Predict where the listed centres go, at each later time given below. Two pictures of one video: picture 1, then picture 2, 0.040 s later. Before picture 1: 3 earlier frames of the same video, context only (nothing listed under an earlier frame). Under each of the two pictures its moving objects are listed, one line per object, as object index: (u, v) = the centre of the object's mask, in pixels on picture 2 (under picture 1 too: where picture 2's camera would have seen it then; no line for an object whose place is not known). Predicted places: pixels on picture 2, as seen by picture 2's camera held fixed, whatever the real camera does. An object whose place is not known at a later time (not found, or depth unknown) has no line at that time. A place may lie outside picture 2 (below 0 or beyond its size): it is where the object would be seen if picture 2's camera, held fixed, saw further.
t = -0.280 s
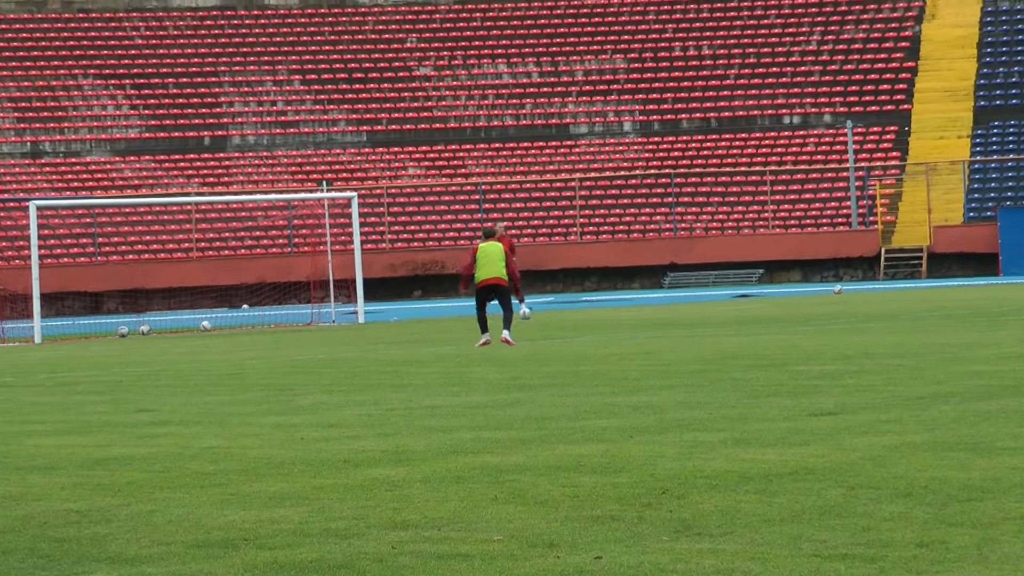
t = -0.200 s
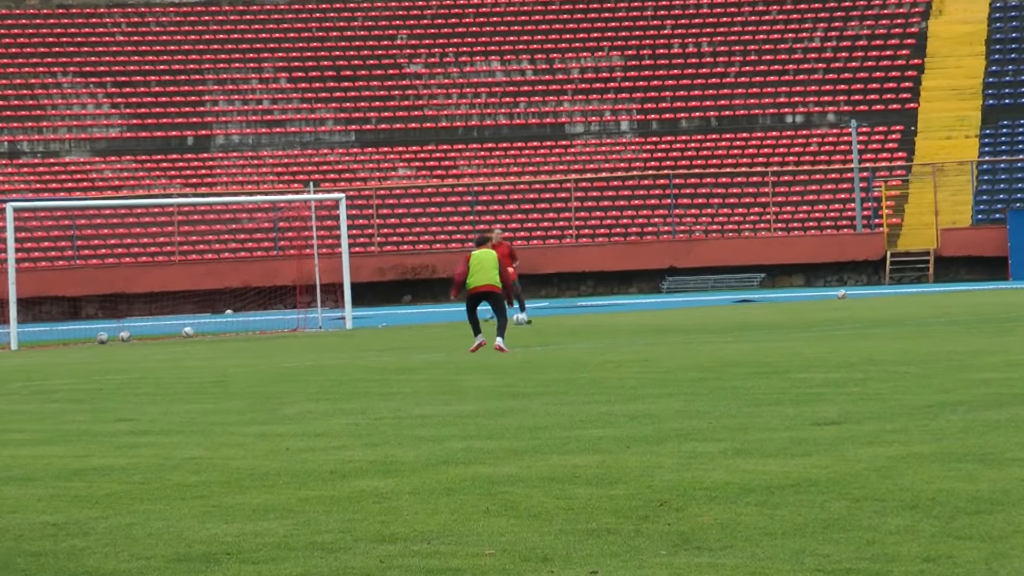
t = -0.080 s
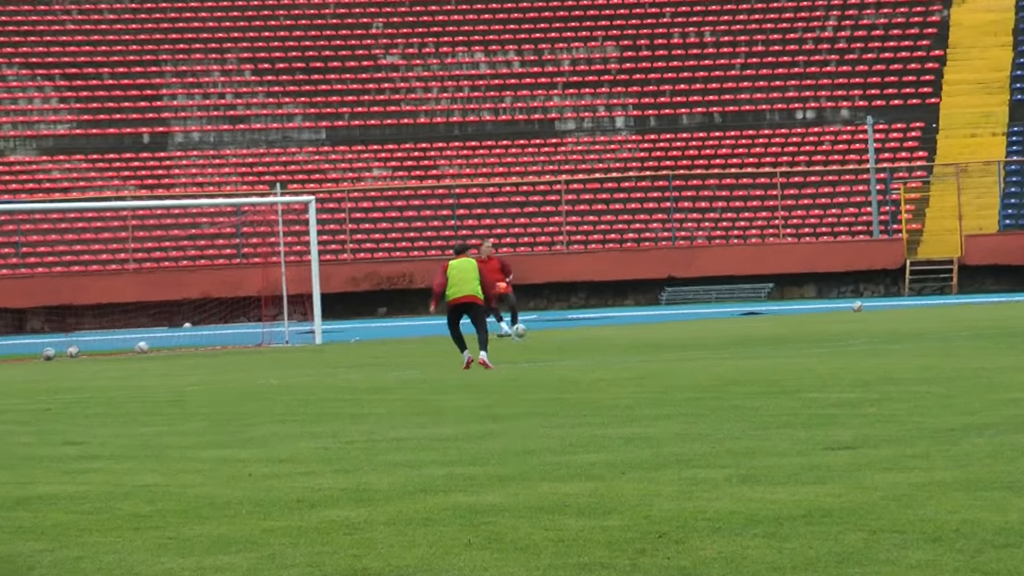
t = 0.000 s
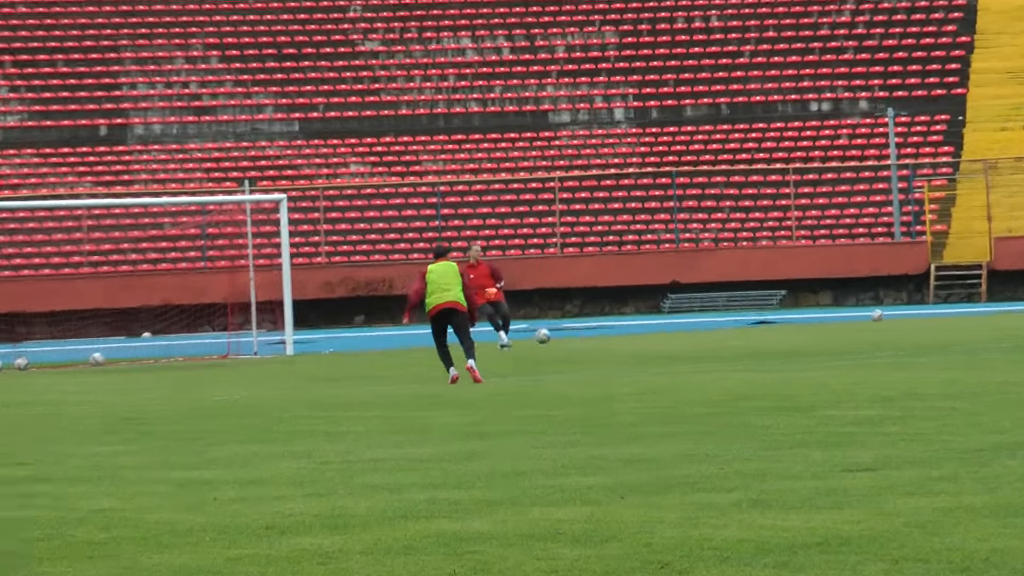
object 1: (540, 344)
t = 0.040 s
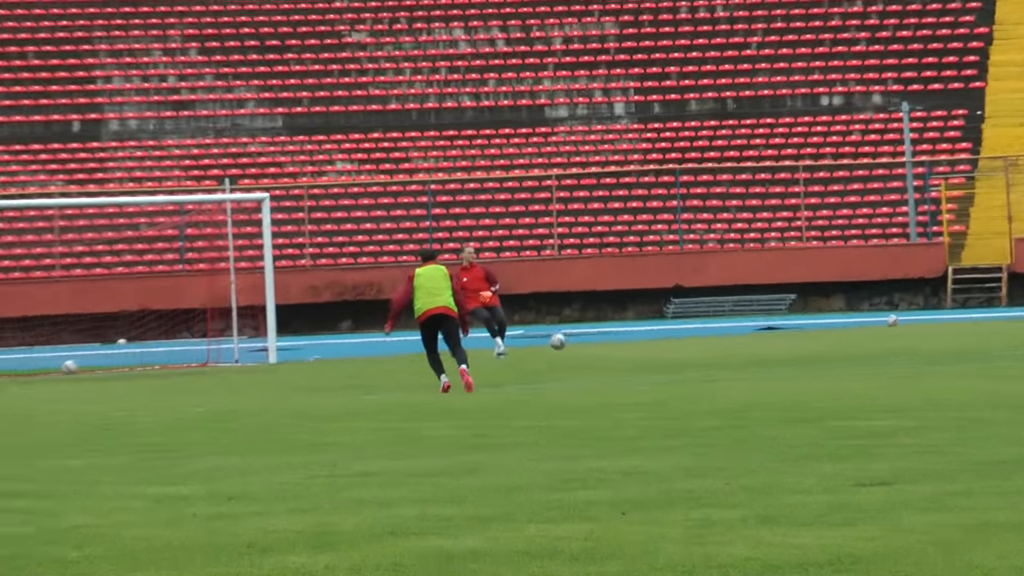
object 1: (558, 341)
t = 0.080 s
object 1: (577, 340)
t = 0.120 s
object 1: (599, 340)
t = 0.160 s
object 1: (624, 347)
